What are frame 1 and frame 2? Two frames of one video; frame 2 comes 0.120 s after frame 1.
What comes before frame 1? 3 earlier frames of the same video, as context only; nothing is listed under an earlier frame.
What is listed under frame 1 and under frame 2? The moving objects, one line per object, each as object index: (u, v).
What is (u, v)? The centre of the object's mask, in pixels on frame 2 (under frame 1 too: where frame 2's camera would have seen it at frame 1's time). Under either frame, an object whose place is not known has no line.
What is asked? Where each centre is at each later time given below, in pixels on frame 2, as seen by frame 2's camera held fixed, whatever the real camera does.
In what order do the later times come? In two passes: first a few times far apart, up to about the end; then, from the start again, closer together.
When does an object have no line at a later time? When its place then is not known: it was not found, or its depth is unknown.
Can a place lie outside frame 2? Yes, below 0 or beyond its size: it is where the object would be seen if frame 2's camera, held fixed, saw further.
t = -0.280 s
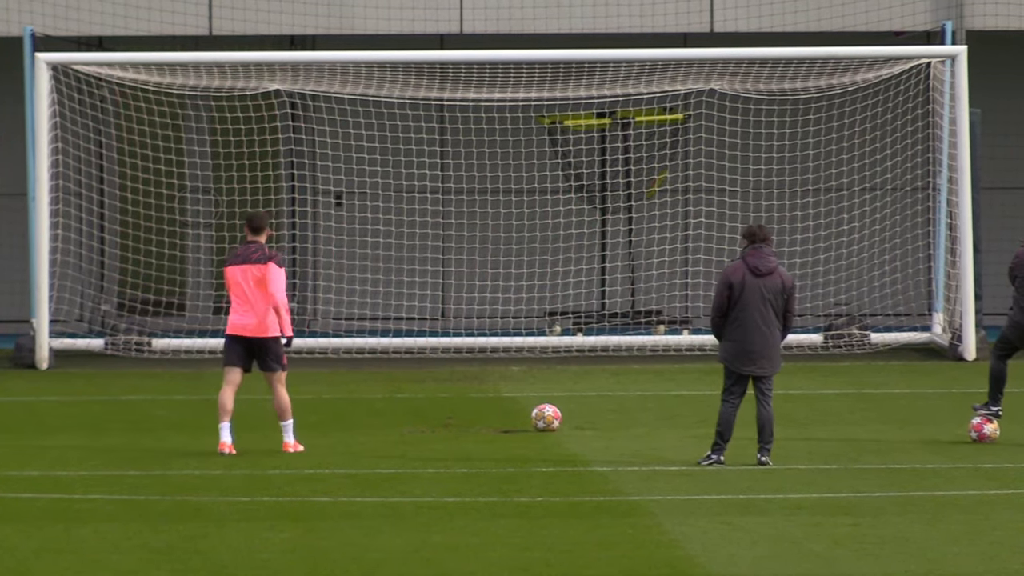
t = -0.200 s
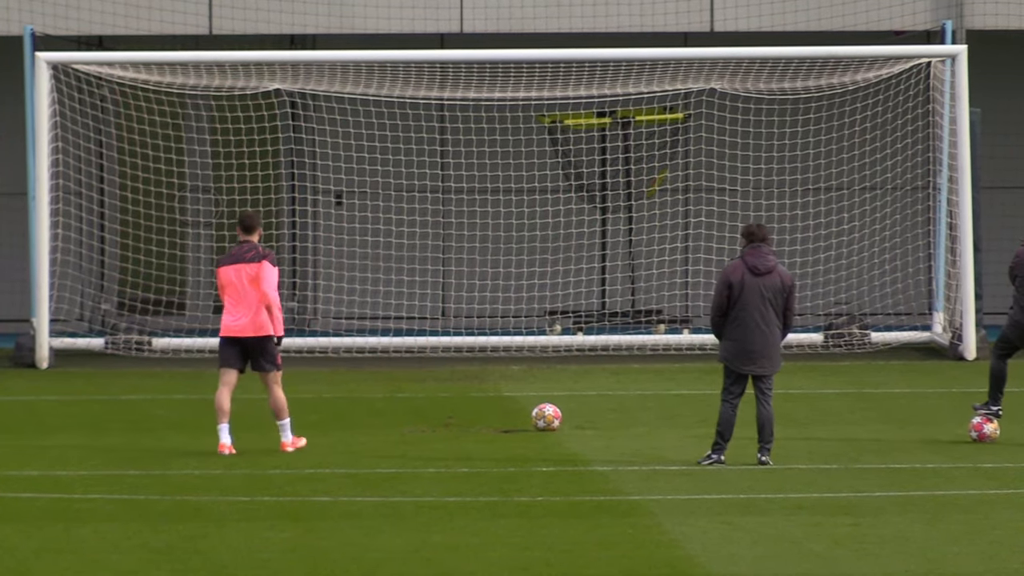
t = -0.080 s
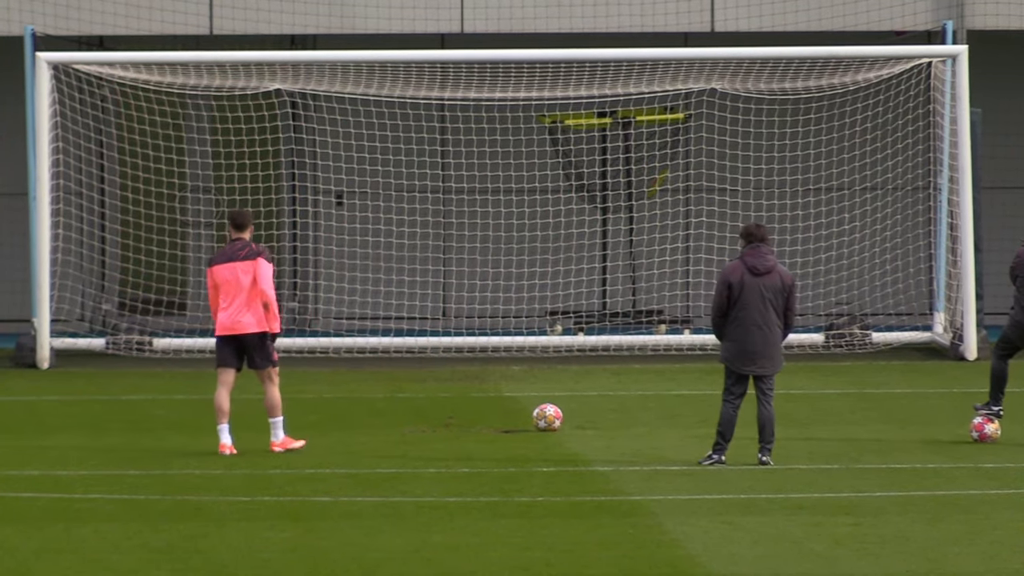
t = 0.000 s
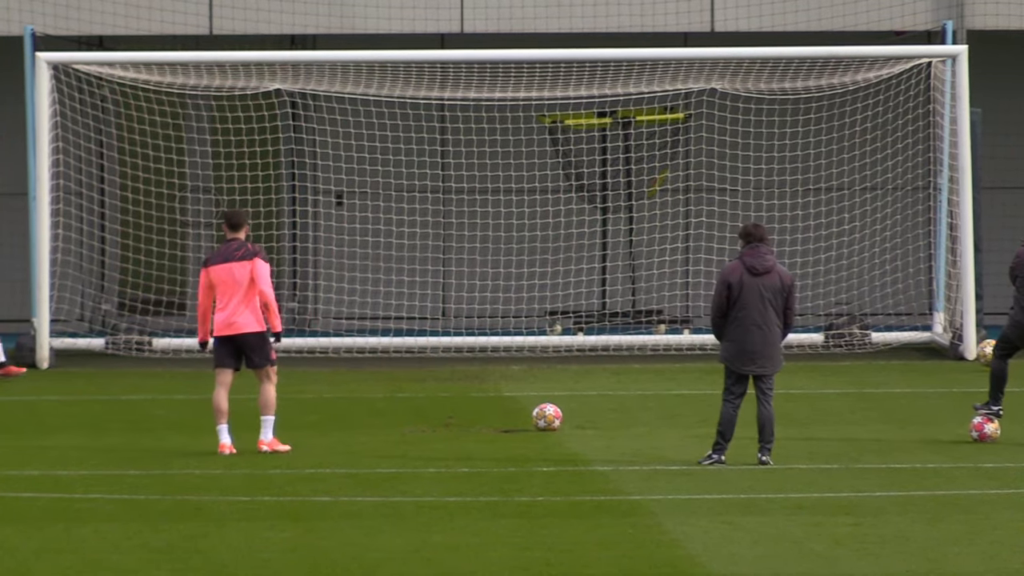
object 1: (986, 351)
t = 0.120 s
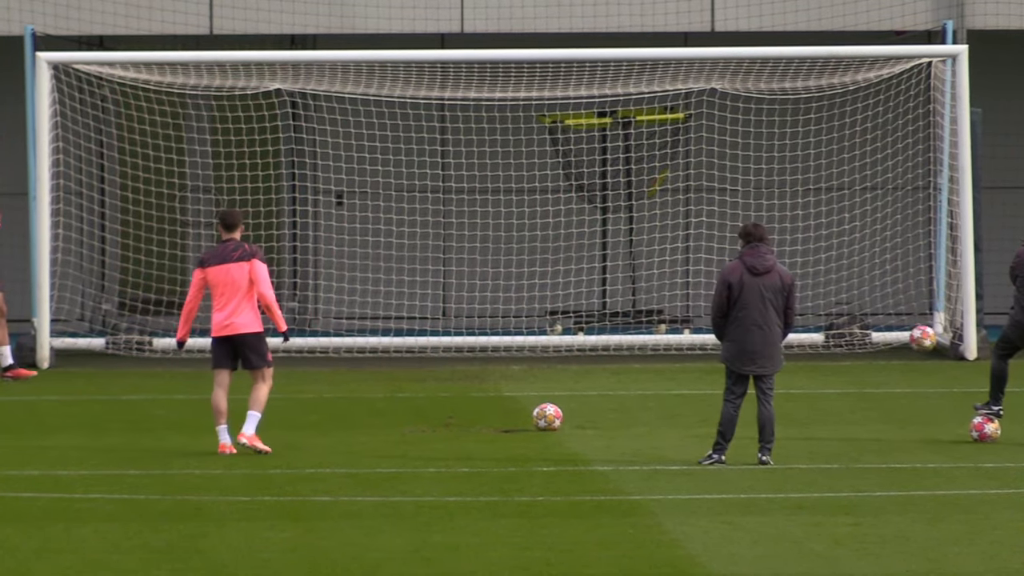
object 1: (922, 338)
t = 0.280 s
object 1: (836, 328)
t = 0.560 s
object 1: (702, 328)
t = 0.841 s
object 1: (611, 336)
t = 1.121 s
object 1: (581, 338)
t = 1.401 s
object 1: (557, 339)
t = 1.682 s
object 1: (538, 340)
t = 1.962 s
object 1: (526, 340)
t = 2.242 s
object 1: (524, 341)
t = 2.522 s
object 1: (525, 342)
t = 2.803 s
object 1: (527, 343)
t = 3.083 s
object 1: (528, 343)
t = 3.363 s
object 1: (528, 343)
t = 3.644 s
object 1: (527, 343)
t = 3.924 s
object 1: (528, 343)
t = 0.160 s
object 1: (900, 332)
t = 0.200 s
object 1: (879, 329)
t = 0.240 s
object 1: (857, 327)
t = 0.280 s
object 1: (836, 328)
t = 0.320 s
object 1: (814, 331)
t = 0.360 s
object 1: (797, 335)
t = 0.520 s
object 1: (712, 336)
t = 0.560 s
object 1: (702, 328)
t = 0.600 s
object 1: (686, 326)
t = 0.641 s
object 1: (669, 326)
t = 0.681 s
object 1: (654, 328)
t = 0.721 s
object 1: (640, 331)
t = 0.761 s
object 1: (628, 336)
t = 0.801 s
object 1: (618, 338)
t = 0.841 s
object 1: (611, 336)
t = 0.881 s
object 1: (605, 336)
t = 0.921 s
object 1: (601, 335)
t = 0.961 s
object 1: (596, 336)
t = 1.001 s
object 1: (592, 337)
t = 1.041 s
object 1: (589, 339)
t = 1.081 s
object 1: (585, 339)
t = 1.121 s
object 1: (581, 338)
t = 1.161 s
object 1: (578, 339)
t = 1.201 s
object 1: (575, 337)
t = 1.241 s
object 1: (570, 338)
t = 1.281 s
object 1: (567, 339)
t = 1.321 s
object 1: (564, 339)
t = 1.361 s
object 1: (561, 339)
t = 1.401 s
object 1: (557, 339)
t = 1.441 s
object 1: (554, 339)
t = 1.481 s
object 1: (551, 338)
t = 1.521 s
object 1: (548, 339)
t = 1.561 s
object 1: (545, 340)
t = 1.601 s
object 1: (542, 339)
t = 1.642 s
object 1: (539, 340)
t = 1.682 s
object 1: (538, 340)
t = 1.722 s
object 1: (536, 340)
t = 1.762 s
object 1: (533, 340)
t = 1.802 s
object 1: (531, 340)
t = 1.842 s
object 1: (530, 340)
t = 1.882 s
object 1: (528, 339)
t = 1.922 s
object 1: (528, 340)
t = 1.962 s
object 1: (526, 340)
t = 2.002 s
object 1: (526, 340)
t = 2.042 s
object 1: (525, 340)
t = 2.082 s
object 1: (525, 341)
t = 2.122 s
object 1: (524, 341)
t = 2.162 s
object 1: (524, 341)
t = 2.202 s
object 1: (524, 341)
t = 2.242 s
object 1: (524, 341)
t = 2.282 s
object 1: (525, 342)
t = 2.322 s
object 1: (525, 342)
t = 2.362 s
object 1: (525, 342)
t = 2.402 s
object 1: (525, 341)
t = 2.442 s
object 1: (525, 342)
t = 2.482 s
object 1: (525, 342)
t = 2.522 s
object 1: (525, 342)
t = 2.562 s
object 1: (526, 342)
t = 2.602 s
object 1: (526, 342)
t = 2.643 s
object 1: (526, 342)
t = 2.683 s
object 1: (527, 342)
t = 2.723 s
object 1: (527, 343)
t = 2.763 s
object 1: (527, 343)
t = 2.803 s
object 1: (527, 343)
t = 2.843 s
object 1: (527, 342)
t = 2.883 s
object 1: (527, 343)
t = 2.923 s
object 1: (528, 343)
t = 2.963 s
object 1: (528, 343)
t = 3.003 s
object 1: (528, 343)
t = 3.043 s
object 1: (528, 343)
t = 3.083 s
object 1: (528, 343)
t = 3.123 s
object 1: (528, 343)
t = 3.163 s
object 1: (528, 342)
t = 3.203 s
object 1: (528, 342)
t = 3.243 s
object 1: (528, 343)
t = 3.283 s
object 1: (528, 343)
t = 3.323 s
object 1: (528, 343)
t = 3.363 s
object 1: (528, 343)
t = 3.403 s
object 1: (528, 343)
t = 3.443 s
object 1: (528, 343)
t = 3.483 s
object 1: (528, 343)
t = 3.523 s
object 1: (528, 343)
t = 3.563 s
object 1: (528, 343)
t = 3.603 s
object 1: (528, 343)
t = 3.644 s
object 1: (527, 343)
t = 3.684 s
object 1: (528, 343)
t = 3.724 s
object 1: (527, 343)
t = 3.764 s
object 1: (528, 343)
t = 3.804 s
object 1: (528, 343)
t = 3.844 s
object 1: (528, 343)
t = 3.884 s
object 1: (528, 343)
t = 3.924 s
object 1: (528, 343)
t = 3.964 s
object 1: (528, 343)
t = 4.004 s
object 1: (528, 343)
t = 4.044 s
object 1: (527, 343)
